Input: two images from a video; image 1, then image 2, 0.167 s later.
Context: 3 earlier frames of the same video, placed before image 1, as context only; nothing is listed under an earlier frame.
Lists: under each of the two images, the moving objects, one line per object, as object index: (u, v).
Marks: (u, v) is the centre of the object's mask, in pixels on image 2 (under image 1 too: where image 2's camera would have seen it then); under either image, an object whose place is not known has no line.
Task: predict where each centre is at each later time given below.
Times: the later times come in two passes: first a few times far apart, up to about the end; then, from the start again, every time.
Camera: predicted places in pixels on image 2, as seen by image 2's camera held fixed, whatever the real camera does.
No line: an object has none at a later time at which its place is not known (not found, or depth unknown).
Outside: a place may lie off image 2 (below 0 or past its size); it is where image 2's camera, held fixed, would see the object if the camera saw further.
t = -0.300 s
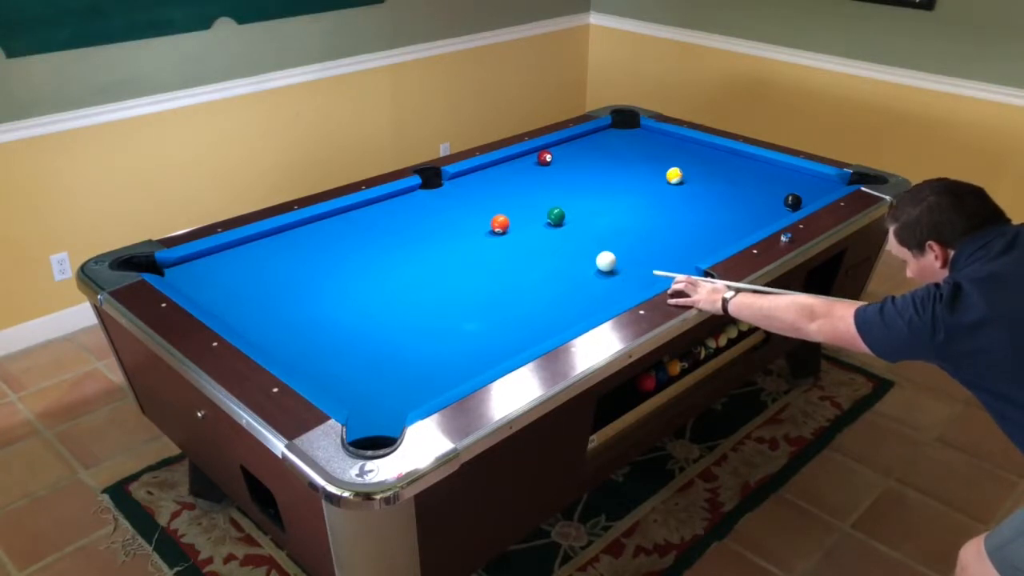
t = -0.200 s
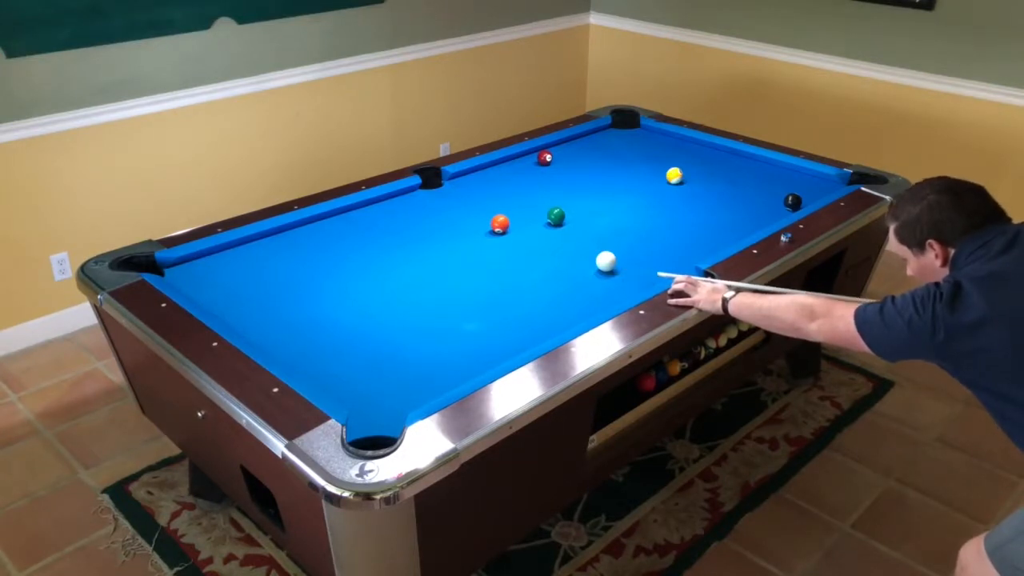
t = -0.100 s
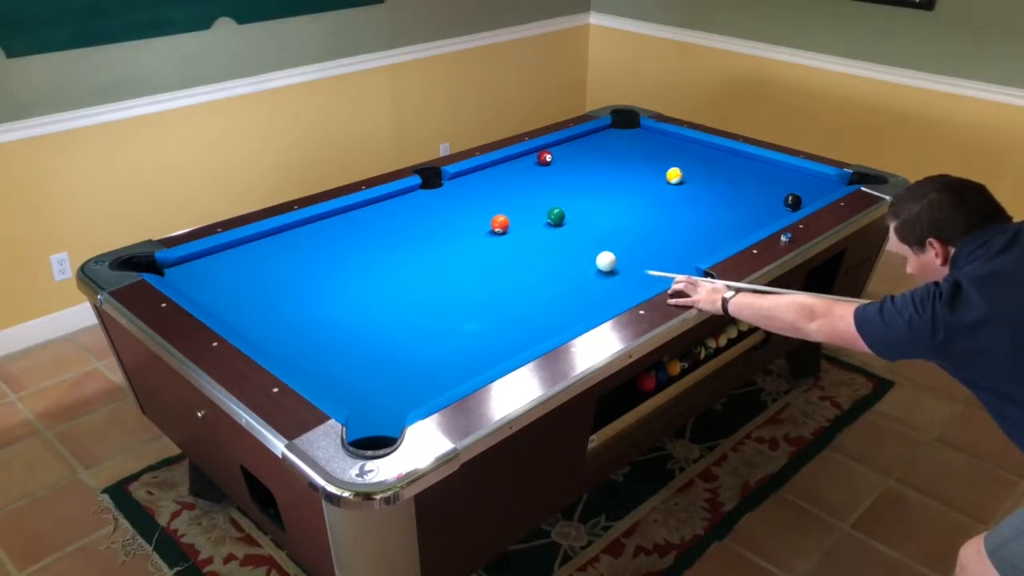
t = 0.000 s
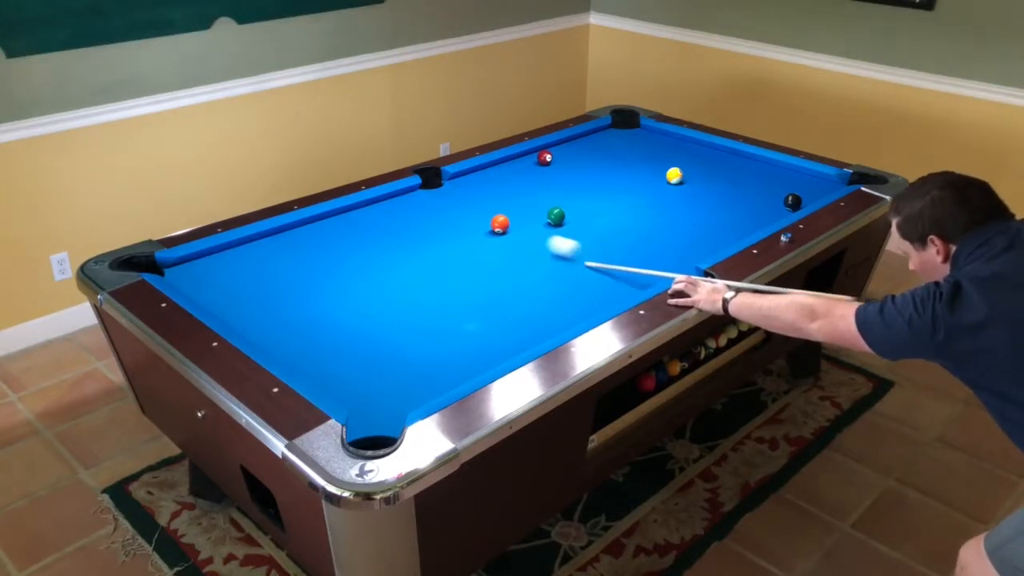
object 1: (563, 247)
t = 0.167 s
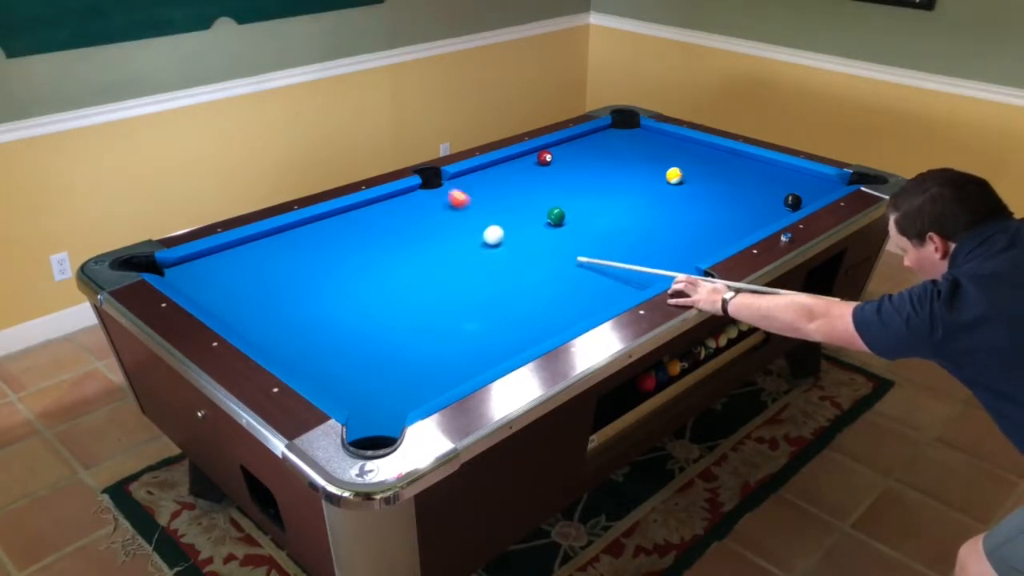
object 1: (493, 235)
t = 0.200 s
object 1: (489, 237)
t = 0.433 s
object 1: (464, 251)
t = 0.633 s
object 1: (442, 263)
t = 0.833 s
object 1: (420, 276)
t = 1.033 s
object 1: (397, 288)
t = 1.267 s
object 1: (370, 303)
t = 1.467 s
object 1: (347, 316)
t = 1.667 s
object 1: (324, 328)
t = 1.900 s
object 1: (297, 343)
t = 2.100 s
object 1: (287, 351)
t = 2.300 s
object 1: (305, 350)
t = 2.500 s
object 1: (322, 348)
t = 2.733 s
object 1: (341, 347)
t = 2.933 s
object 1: (355, 345)
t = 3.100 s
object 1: (365, 344)
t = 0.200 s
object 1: (489, 237)
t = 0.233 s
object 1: (485, 240)
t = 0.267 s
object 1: (482, 241)
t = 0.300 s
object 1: (478, 243)
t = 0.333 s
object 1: (474, 245)
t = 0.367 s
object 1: (471, 247)
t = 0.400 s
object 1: (467, 249)
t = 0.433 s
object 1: (464, 251)
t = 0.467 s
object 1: (460, 253)
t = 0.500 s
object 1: (456, 255)
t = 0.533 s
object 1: (453, 257)
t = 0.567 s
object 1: (449, 259)
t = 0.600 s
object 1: (445, 261)
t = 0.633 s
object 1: (442, 263)
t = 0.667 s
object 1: (438, 265)
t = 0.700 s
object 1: (434, 267)
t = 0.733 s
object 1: (431, 269)
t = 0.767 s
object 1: (427, 271)
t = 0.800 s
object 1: (423, 273)
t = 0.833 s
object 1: (420, 276)
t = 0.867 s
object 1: (416, 278)
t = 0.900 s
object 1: (412, 280)
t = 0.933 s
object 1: (408, 282)
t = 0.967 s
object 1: (404, 284)
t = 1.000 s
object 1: (400, 286)
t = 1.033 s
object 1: (397, 288)
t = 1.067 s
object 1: (393, 290)
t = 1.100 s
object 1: (389, 292)
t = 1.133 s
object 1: (385, 294)
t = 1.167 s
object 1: (382, 296)
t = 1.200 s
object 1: (378, 298)
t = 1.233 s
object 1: (374, 301)
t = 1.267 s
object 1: (370, 303)
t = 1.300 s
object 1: (367, 305)
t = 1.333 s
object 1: (362, 307)
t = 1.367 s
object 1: (359, 309)
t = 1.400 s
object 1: (355, 311)
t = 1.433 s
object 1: (351, 313)
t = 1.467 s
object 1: (347, 316)
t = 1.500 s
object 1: (343, 318)
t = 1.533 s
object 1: (339, 320)
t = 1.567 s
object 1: (336, 322)
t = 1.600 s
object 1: (332, 324)
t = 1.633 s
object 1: (328, 326)
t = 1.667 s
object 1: (324, 328)
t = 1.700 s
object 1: (320, 331)
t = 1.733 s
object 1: (317, 333)
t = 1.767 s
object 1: (312, 335)
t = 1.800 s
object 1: (309, 337)
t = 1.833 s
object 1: (305, 339)
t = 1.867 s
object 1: (301, 341)
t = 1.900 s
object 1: (297, 343)
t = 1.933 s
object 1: (294, 345)
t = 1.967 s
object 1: (290, 347)
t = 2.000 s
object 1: (286, 349)
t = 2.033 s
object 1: (283, 350)
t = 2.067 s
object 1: (283, 351)
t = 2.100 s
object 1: (287, 351)
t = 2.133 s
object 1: (290, 351)
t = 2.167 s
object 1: (293, 351)
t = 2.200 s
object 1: (296, 351)
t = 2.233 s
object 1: (299, 351)
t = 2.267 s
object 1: (302, 350)
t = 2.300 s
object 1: (305, 350)
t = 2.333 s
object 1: (308, 350)
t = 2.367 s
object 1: (311, 350)
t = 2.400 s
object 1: (314, 350)
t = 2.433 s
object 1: (317, 349)
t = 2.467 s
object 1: (319, 349)
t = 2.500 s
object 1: (322, 348)
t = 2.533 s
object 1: (325, 348)
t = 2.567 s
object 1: (328, 348)
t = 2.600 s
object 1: (331, 348)
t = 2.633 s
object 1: (333, 348)
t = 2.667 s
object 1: (336, 347)
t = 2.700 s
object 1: (339, 347)
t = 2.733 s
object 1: (341, 347)
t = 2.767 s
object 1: (343, 346)
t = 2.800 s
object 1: (346, 346)
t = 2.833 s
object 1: (348, 346)
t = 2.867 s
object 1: (351, 346)
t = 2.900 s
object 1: (353, 346)
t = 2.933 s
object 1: (355, 345)
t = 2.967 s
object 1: (357, 345)
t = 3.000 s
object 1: (359, 345)
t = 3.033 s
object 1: (361, 344)
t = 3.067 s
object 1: (364, 344)
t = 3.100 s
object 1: (365, 344)
